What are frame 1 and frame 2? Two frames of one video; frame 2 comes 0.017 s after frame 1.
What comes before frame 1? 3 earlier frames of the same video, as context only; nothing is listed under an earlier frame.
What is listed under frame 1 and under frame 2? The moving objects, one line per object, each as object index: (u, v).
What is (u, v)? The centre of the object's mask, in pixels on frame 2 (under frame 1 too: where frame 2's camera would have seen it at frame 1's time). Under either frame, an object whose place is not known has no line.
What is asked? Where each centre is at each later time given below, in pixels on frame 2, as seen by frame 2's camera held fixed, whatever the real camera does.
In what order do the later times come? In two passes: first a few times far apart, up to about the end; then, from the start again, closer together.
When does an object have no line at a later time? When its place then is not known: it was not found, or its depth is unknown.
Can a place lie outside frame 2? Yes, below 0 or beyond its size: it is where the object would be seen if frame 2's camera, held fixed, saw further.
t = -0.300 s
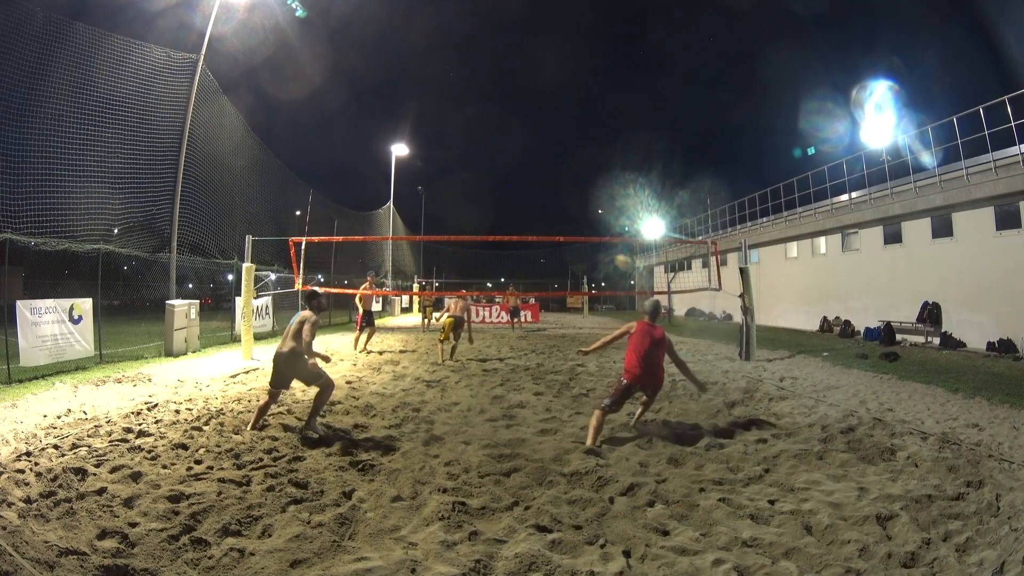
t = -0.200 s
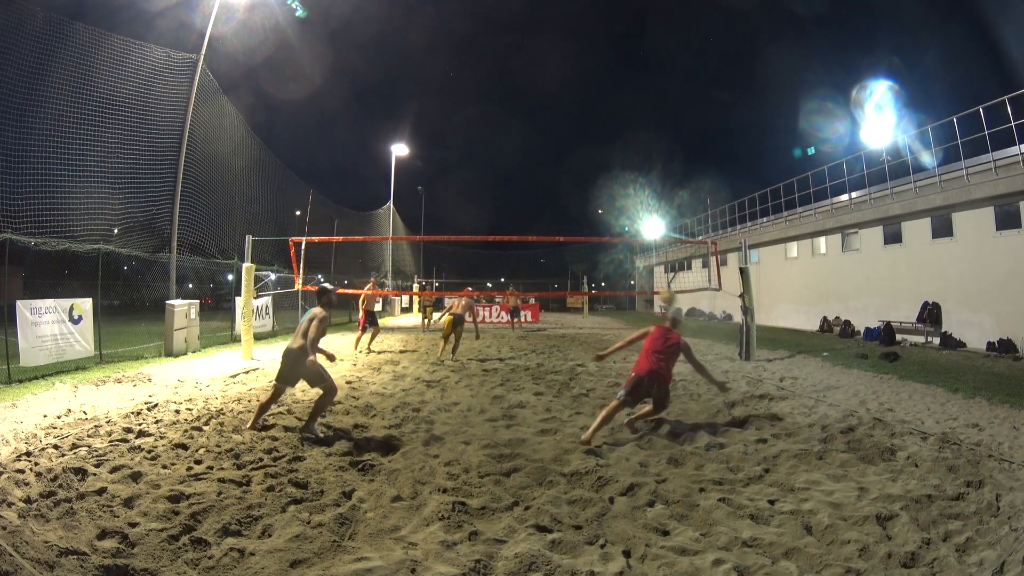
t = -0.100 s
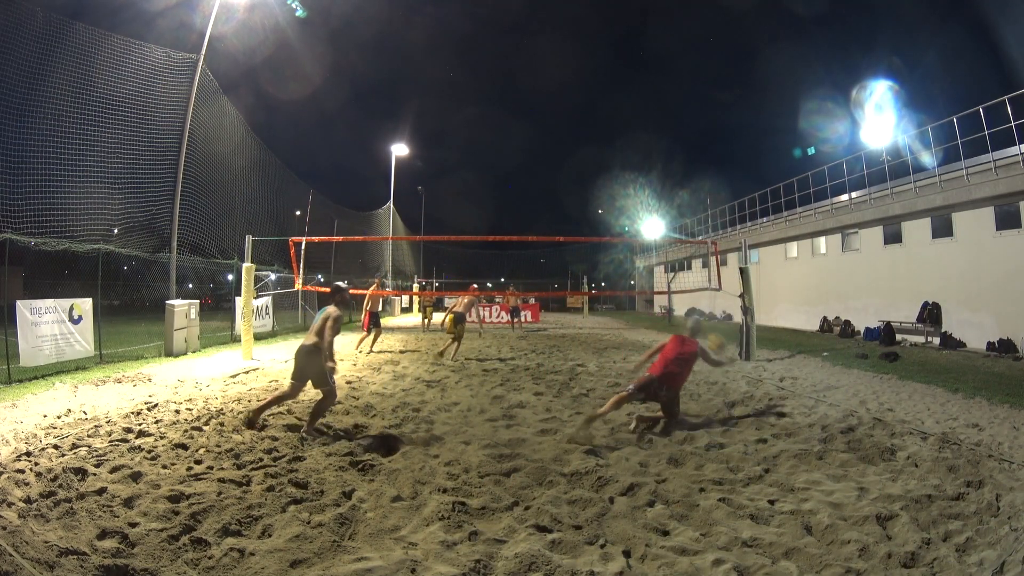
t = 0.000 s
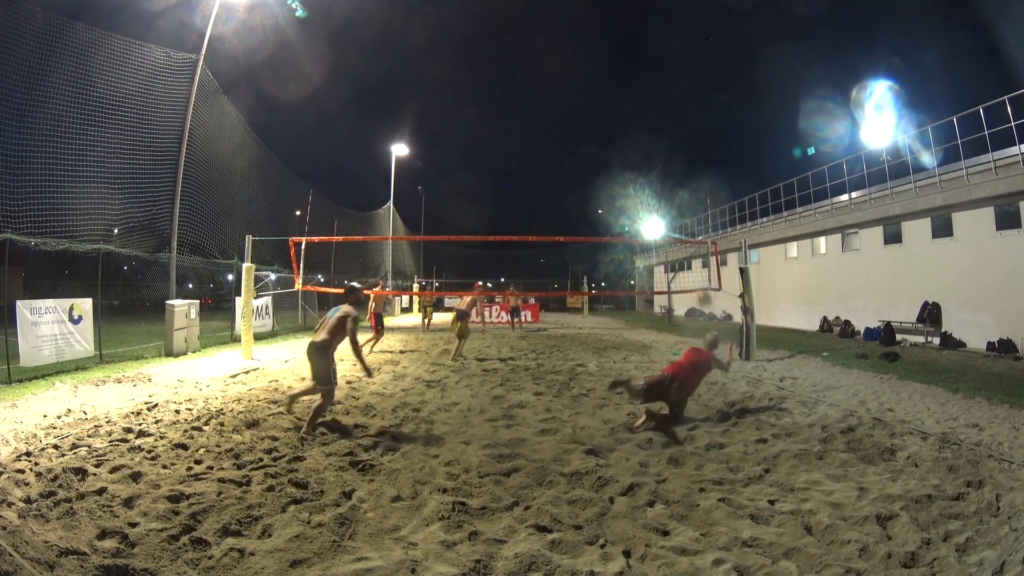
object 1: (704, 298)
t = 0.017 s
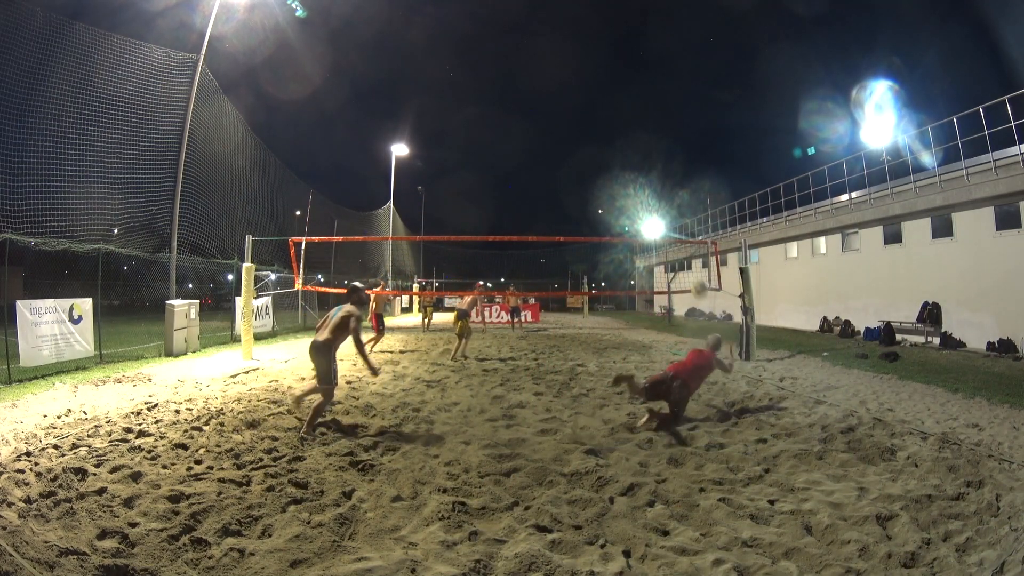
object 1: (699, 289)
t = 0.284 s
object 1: (631, 177)
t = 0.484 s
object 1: (586, 139)
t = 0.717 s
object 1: (541, 132)
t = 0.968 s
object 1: (499, 161)
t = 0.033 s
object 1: (694, 279)
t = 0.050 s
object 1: (689, 268)
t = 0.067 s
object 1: (685, 261)
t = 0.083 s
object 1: (681, 252)
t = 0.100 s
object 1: (676, 245)
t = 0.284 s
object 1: (631, 177)
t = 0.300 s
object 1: (627, 172)
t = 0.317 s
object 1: (622, 168)
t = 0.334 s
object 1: (619, 164)
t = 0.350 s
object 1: (615, 161)
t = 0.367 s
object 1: (611, 157)
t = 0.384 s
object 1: (608, 154)
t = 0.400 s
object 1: (604, 151)
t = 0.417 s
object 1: (600, 148)
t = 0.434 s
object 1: (597, 146)
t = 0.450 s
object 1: (592, 143)
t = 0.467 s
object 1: (589, 141)
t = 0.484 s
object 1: (586, 139)
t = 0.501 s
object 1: (582, 137)
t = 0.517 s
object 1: (578, 136)
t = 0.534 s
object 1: (575, 134)
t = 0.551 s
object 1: (572, 133)
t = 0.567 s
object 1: (569, 132)
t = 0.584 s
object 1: (566, 132)
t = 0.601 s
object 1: (563, 131)
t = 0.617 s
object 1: (559, 131)
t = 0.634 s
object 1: (556, 130)
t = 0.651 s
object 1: (554, 130)
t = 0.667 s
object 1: (551, 130)
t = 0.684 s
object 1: (547, 131)
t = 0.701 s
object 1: (544, 131)
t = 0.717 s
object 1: (541, 132)
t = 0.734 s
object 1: (538, 133)
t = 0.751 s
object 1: (535, 133)
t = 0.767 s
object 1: (533, 135)
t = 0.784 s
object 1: (530, 136)
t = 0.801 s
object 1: (527, 137)
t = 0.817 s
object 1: (524, 139)
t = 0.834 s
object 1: (521, 141)
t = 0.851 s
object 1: (518, 143)
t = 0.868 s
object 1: (515, 145)
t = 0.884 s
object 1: (513, 147)
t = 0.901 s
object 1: (510, 149)
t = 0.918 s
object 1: (507, 152)
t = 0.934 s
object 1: (504, 155)
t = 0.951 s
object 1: (502, 157)
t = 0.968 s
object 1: (499, 161)
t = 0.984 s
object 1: (496, 164)
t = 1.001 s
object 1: (494, 167)
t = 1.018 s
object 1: (491, 170)
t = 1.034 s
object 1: (489, 174)
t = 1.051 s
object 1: (486, 178)
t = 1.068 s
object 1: (483, 182)
